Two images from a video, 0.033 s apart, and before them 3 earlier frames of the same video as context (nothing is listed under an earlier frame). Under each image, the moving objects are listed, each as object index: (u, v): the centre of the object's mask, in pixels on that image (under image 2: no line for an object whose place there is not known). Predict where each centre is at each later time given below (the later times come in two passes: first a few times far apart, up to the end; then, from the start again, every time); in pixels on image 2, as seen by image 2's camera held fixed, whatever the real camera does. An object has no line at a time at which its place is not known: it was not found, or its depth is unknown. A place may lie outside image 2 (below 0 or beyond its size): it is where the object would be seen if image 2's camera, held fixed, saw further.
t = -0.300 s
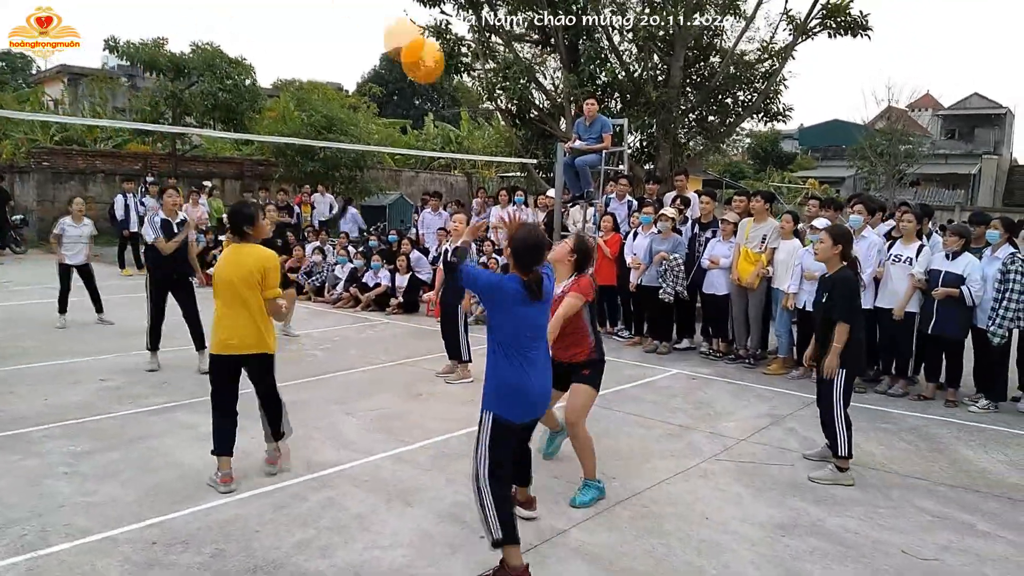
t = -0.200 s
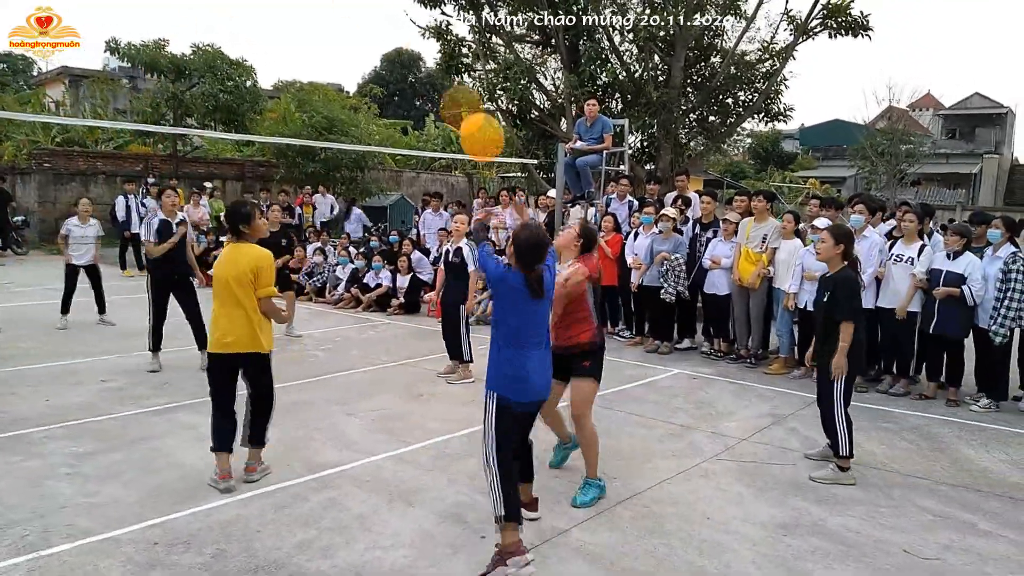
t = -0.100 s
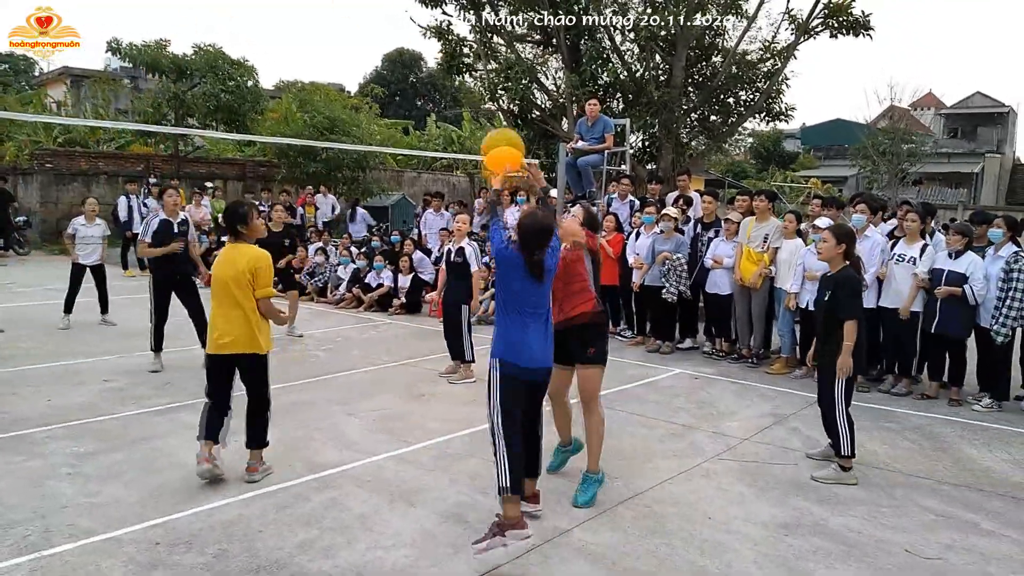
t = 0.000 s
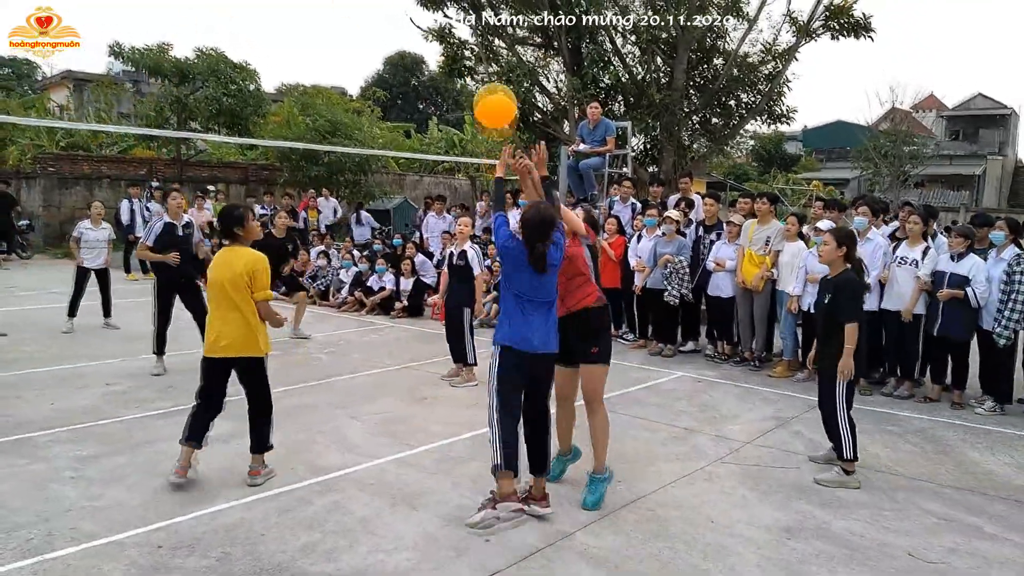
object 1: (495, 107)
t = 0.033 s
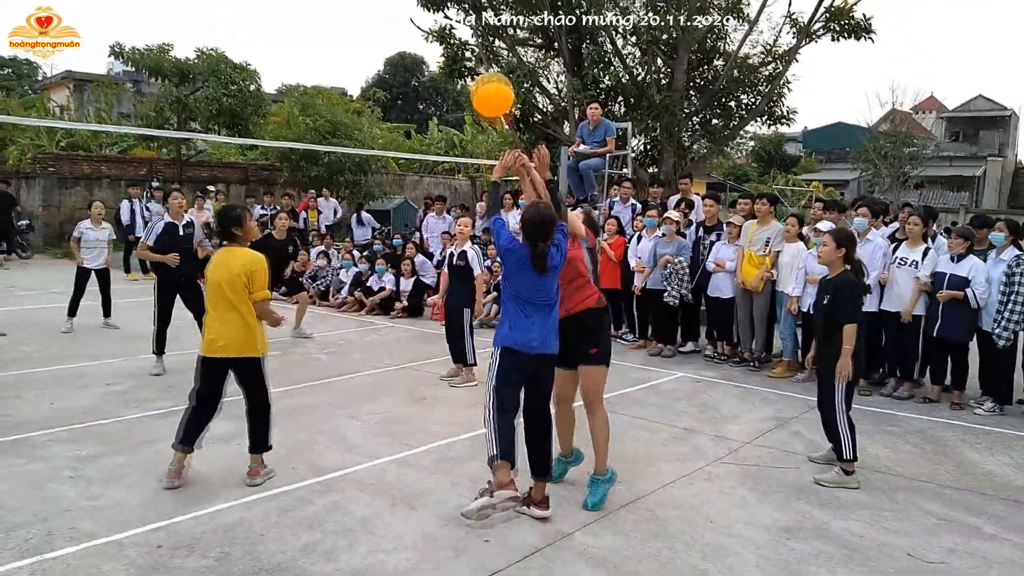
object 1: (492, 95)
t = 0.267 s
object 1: (472, 69)
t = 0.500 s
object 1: (457, 135)
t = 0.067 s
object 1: (489, 85)
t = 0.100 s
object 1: (486, 77)
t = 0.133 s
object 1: (483, 72)
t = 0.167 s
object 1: (481, 69)
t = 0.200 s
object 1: (478, 67)
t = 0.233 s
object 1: (475, 67)
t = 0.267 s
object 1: (472, 69)
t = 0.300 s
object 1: (470, 73)
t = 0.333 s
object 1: (468, 79)
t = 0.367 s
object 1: (465, 87)
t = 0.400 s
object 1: (463, 97)
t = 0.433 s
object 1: (461, 108)
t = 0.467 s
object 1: (459, 121)
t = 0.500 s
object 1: (457, 135)
